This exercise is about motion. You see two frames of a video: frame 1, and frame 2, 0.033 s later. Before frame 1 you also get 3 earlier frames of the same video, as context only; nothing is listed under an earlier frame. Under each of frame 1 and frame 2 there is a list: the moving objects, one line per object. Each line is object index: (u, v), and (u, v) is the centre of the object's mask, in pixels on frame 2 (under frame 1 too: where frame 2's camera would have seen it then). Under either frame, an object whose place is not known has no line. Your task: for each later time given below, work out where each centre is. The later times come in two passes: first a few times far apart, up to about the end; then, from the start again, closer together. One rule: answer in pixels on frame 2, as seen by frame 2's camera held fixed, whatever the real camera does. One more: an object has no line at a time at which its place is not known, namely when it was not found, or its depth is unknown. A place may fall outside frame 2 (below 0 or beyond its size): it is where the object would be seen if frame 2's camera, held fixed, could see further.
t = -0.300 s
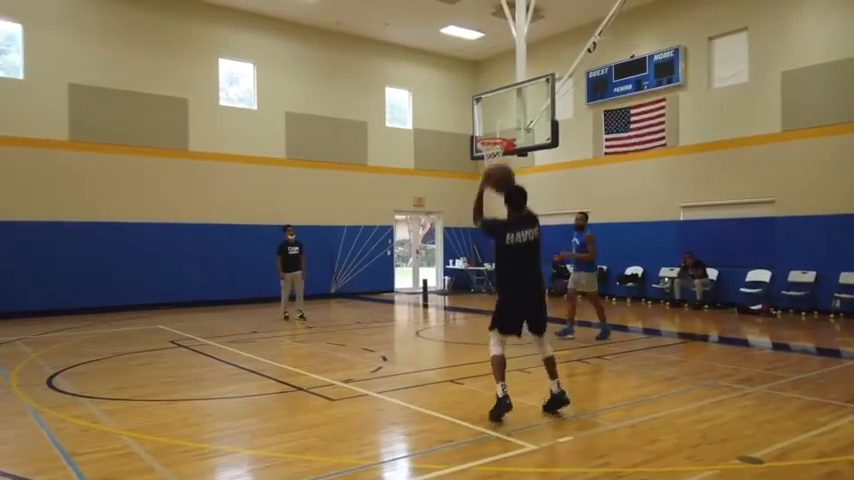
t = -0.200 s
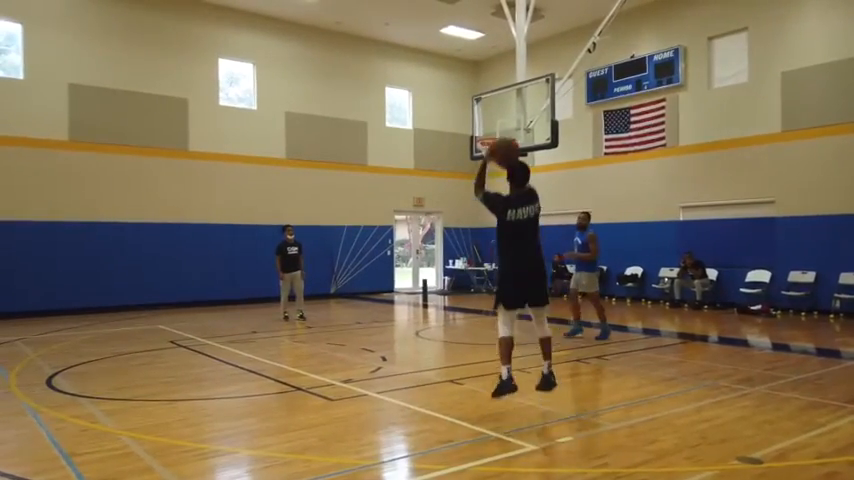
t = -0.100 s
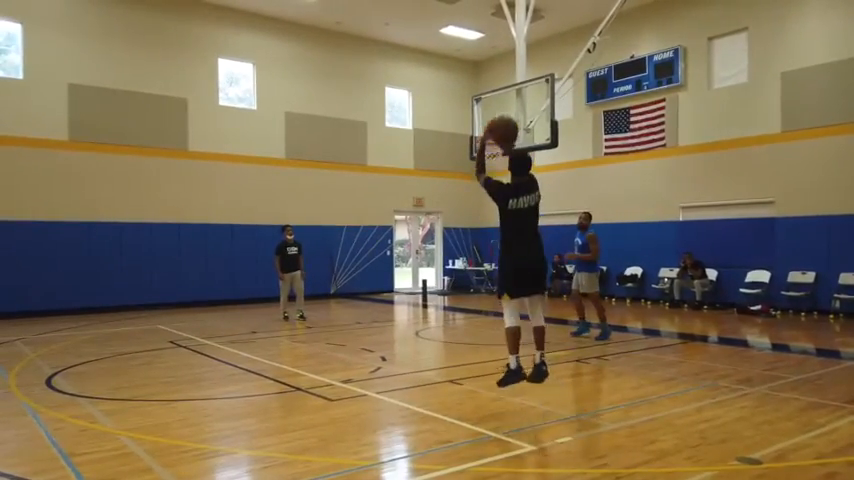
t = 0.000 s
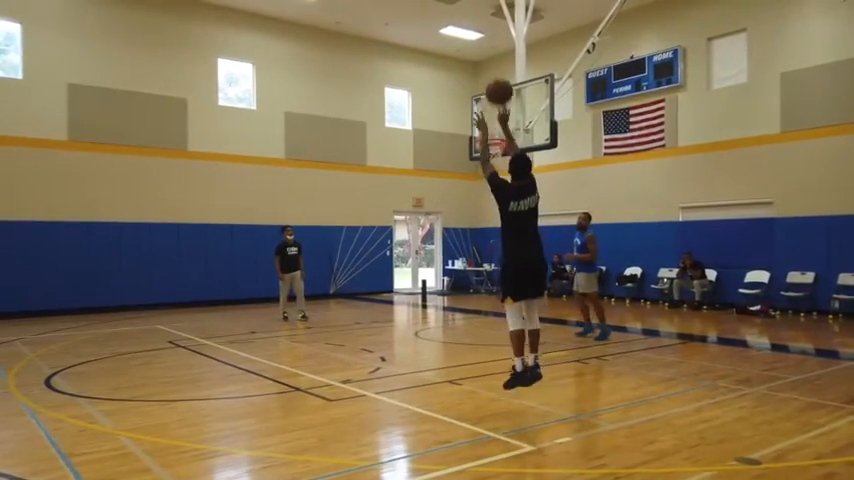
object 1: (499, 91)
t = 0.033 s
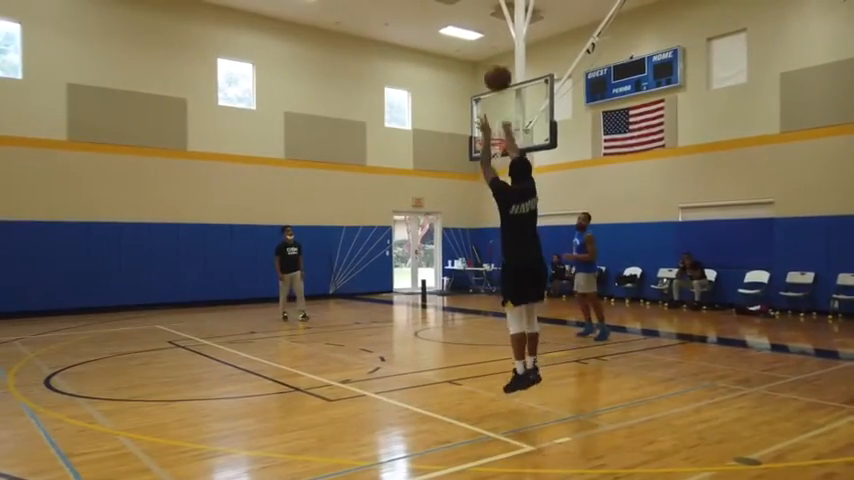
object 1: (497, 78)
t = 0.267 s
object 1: (490, 25)
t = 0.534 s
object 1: (486, 35)
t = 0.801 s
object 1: (484, 89)
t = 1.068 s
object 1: (493, 149)
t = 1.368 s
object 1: (471, 188)
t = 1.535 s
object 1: (459, 231)
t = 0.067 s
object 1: (497, 65)
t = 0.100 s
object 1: (495, 55)
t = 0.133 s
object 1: (495, 46)
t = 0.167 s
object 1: (494, 39)
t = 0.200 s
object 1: (493, 33)
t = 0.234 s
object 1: (492, 29)
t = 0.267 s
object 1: (490, 25)
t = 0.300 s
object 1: (490, 23)
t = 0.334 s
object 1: (489, 22)
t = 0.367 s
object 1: (489, 22)
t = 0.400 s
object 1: (488, 23)
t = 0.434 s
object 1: (487, 25)
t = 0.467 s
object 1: (487, 27)
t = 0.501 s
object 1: (486, 31)
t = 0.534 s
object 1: (486, 35)
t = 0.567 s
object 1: (485, 40)
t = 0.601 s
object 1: (485, 45)
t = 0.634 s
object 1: (485, 51)
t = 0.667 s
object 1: (484, 57)
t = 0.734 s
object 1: (484, 73)
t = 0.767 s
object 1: (484, 80)
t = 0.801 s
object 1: (484, 89)
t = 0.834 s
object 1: (484, 98)
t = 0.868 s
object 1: (484, 107)
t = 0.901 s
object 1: (484, 117)
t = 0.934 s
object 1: (484, 127)
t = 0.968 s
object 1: (484, 136)
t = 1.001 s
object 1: (490, 141)
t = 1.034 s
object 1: (495, 145)
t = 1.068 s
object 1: (493, 149)
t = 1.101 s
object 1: (493, 153)
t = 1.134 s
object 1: (489, 156)
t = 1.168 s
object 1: (486, 161)
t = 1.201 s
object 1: (484, 162)
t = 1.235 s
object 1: (481, 165)
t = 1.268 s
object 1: (479, 169)
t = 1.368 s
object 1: (471, 188)
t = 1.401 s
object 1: (468, 195)
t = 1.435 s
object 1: (466, 203)
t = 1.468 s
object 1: (463, 211)
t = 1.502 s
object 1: (461, 221)
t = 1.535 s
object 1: (459, 231)
